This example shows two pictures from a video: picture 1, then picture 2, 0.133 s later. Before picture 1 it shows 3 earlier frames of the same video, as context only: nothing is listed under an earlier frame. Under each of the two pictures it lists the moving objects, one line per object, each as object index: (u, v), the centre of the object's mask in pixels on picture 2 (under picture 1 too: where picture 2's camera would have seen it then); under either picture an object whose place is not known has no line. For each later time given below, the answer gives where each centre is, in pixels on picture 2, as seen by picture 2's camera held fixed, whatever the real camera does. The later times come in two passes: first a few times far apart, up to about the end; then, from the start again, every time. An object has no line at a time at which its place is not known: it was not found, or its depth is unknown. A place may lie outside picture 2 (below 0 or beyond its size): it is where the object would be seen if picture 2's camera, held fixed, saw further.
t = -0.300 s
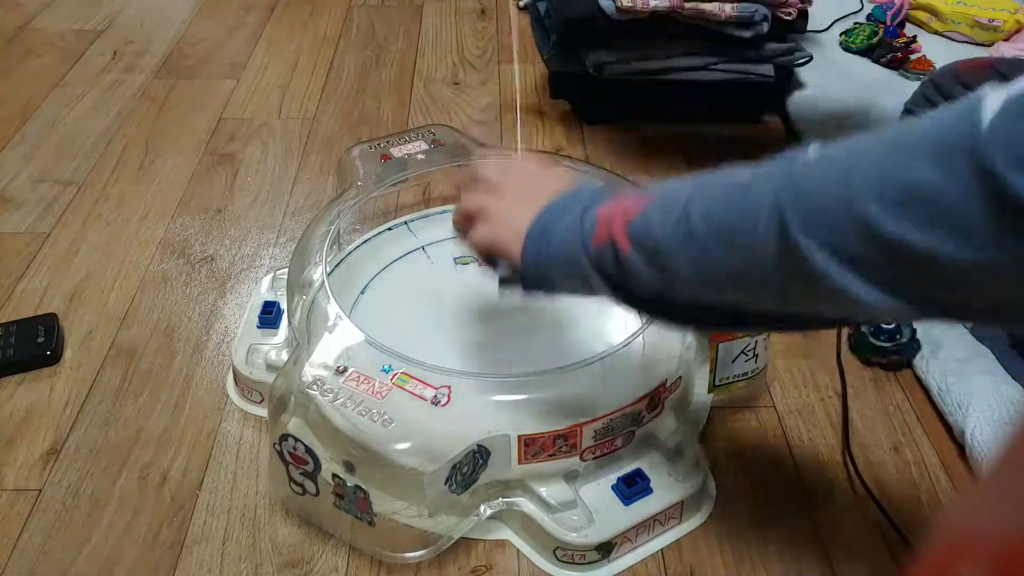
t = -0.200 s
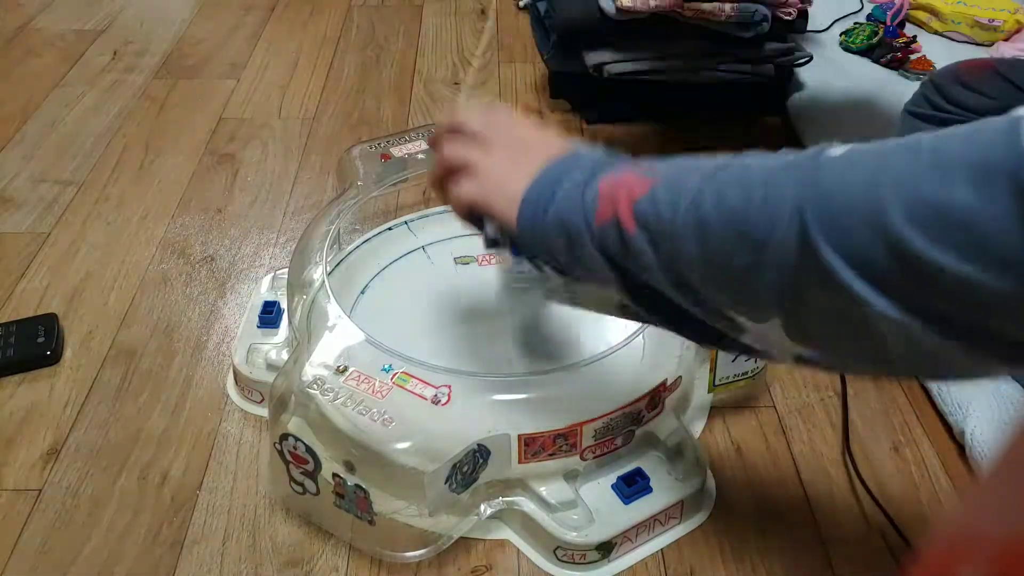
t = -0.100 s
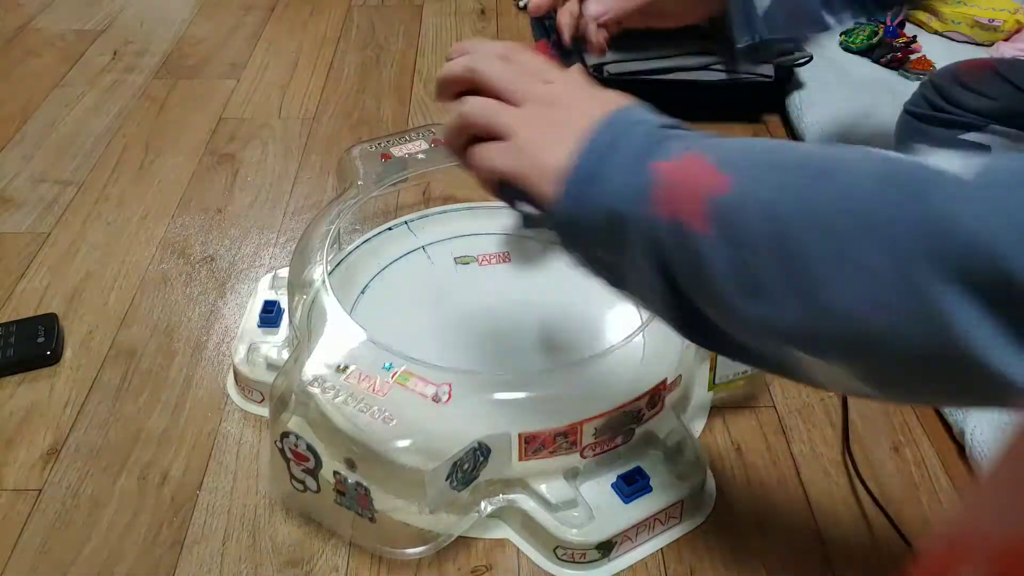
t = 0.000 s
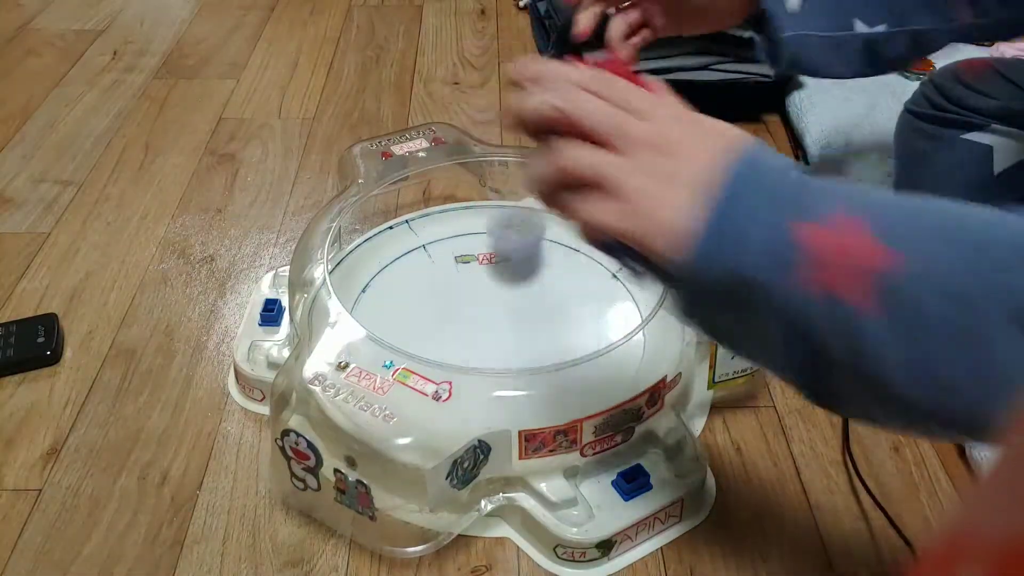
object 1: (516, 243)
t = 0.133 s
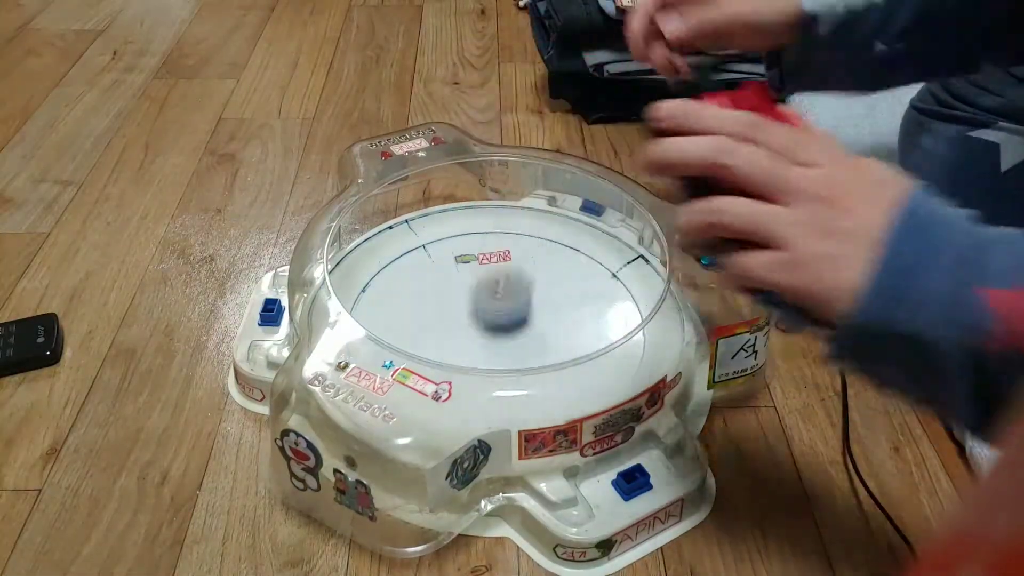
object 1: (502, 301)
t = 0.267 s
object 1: (487, 349)
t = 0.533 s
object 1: (464, 369)
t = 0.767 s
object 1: (448, 300)
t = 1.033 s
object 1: (551, 252)
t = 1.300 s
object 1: (604, 377)
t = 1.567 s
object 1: (340, 417)
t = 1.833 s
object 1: (497, 278)
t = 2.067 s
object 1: (618, 263)
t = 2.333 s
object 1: (546, 405)
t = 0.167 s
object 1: (498, 314)
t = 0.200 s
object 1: (495, 325)
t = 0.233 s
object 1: (491, 341)
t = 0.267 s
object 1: (487, 349)
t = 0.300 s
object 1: (483, 362)
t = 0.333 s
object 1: (479, 366)
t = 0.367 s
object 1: (476, 371)
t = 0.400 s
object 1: (473, 376)
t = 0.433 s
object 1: (470, 375)
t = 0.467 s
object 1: (468, 378)
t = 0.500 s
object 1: (466, 371)
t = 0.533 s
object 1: (464, 369)
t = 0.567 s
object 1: (460, 363)
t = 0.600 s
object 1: (456, 356)
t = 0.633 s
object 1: (454, 343)
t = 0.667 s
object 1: (450, 336)
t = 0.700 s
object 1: (448, 326)
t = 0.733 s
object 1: (447, 314)
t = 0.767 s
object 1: (448, 300)
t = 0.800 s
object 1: (452, 288)
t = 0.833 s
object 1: (459, 275)
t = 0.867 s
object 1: (468, 265)
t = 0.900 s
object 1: (482, 255)
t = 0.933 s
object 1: (497, 250)
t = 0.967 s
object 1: (514, 248)
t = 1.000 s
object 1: (534, 248)
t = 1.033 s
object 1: (551, 252)
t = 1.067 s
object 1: (571, 258)
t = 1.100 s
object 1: (588, 268)
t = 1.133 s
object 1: (604, 281)
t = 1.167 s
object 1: (617, 297)
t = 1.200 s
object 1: (619, 313)
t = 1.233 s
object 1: (623, 339)
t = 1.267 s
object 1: (616, 359)
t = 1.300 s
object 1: (604, 377)
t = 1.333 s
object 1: (583, 392)
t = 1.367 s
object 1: (559, 401)
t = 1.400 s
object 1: (527, 407)
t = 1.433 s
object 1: (486, 417)
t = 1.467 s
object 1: (452, 424)
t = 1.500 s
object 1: (415, 432)
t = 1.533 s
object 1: (387, 424)
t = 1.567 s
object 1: (340, 417)
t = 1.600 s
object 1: (331, 409)
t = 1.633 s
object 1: (375, 352)
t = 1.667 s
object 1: (400, 345)
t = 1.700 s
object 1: (411, 336)
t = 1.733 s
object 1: (428, 324)
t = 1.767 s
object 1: (450, 307)
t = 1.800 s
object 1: (471, 292)
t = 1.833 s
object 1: (497, 278)
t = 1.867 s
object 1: (522, 265)
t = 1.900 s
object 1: (542, 256)
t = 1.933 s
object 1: (565, 248)
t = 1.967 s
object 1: (587, 241)
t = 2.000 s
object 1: (602, 241)
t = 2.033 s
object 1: (611, 251)
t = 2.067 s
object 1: (618, 263)
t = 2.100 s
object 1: (624, 280)
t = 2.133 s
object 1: (626, 297)
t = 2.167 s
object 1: (628, 318)
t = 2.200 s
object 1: (622, 341)
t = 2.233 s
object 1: (612, 361)
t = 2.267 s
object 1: (597, 378)
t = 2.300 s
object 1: (574, 395)
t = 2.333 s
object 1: (546, 405)
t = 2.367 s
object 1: (507, 414)
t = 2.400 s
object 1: (470, 415)
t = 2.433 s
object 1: (439, 422)
